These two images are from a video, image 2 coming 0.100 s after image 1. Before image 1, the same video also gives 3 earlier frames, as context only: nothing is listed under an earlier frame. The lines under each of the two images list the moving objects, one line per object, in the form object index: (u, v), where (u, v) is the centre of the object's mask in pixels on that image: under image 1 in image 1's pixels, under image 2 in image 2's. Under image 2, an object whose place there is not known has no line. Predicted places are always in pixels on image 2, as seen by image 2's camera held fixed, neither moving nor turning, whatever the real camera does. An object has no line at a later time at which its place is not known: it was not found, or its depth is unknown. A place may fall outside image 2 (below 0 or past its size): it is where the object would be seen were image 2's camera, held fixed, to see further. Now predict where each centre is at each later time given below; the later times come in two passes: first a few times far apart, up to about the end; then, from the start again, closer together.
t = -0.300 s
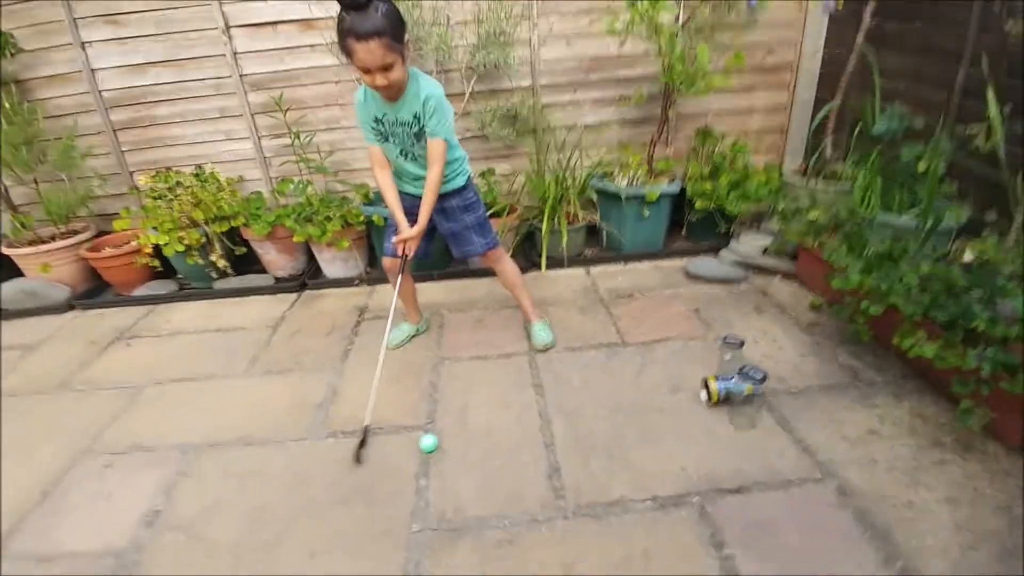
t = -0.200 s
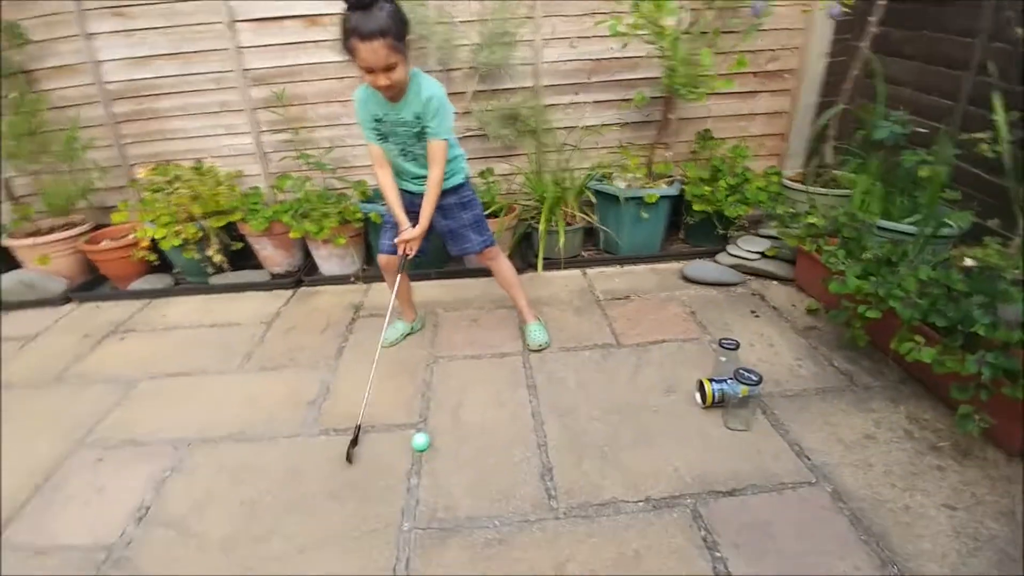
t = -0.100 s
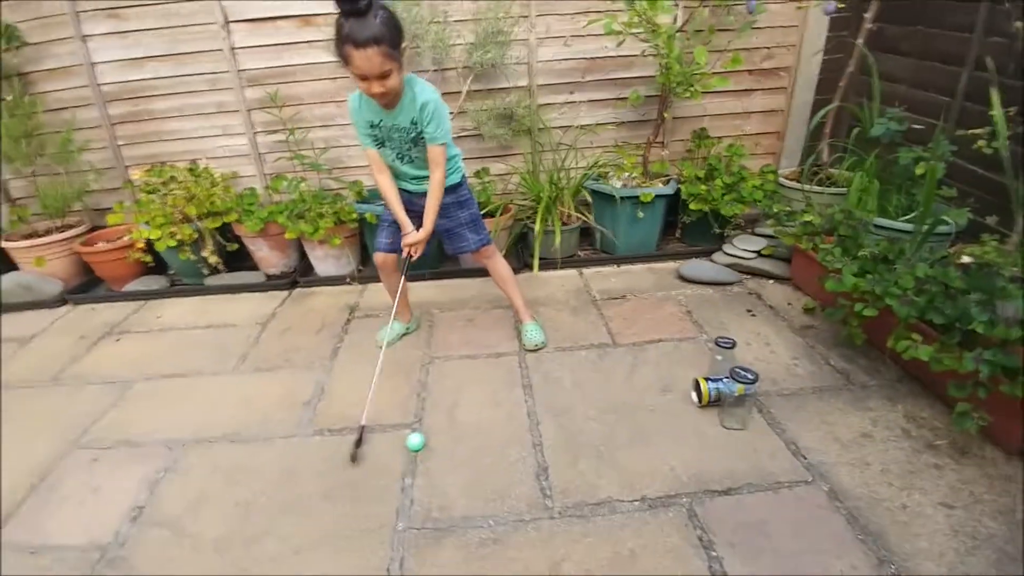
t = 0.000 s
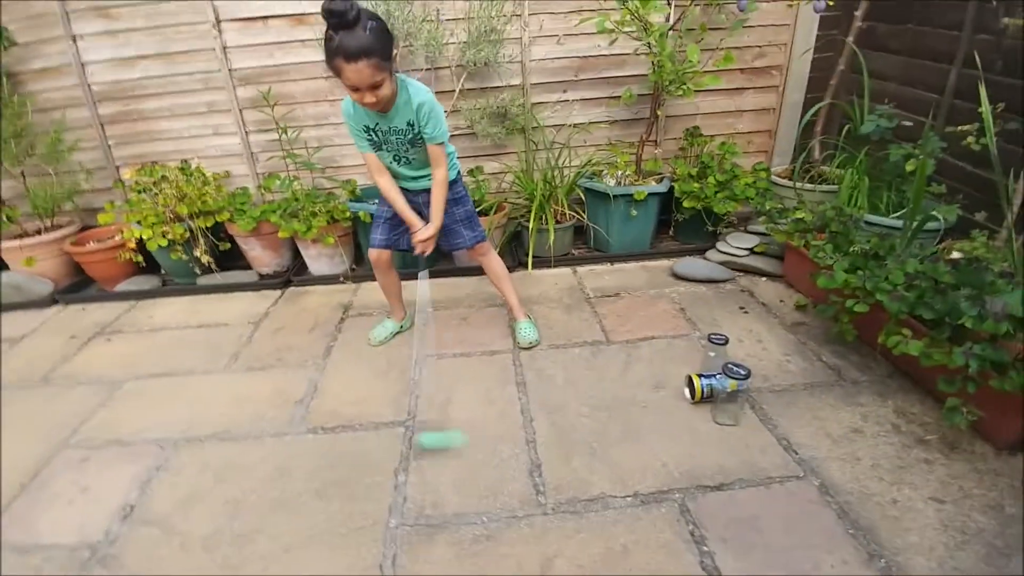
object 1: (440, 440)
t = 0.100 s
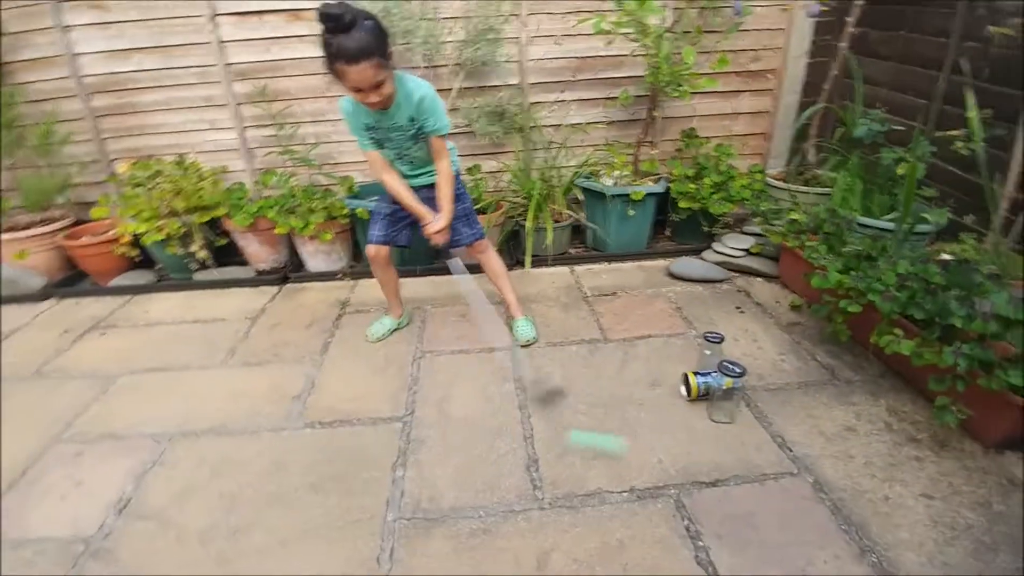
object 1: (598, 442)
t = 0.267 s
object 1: (756, 423)
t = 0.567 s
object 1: (975, 448)
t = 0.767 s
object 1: (1023, 450)
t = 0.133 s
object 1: (648, 451)
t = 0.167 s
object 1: (683, 445)
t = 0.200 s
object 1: (707, 433)
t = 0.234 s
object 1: (732, 427)
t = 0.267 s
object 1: (756, 423)
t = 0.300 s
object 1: (778, 425)
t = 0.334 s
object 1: (802, 429)
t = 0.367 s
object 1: (823, 438)
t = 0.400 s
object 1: (841, 451)
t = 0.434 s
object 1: (860, 464)
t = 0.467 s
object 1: (890, 458)
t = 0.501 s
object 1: (920, 450)
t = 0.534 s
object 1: (951, 447)
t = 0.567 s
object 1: (975, 448)
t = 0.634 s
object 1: (1019, 460)
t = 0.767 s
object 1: (1023, 450)
